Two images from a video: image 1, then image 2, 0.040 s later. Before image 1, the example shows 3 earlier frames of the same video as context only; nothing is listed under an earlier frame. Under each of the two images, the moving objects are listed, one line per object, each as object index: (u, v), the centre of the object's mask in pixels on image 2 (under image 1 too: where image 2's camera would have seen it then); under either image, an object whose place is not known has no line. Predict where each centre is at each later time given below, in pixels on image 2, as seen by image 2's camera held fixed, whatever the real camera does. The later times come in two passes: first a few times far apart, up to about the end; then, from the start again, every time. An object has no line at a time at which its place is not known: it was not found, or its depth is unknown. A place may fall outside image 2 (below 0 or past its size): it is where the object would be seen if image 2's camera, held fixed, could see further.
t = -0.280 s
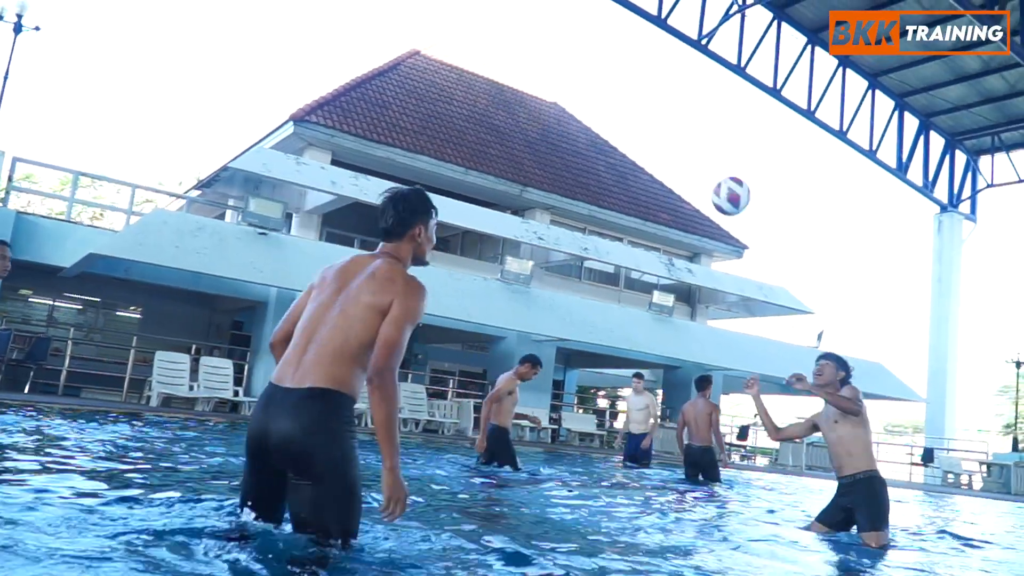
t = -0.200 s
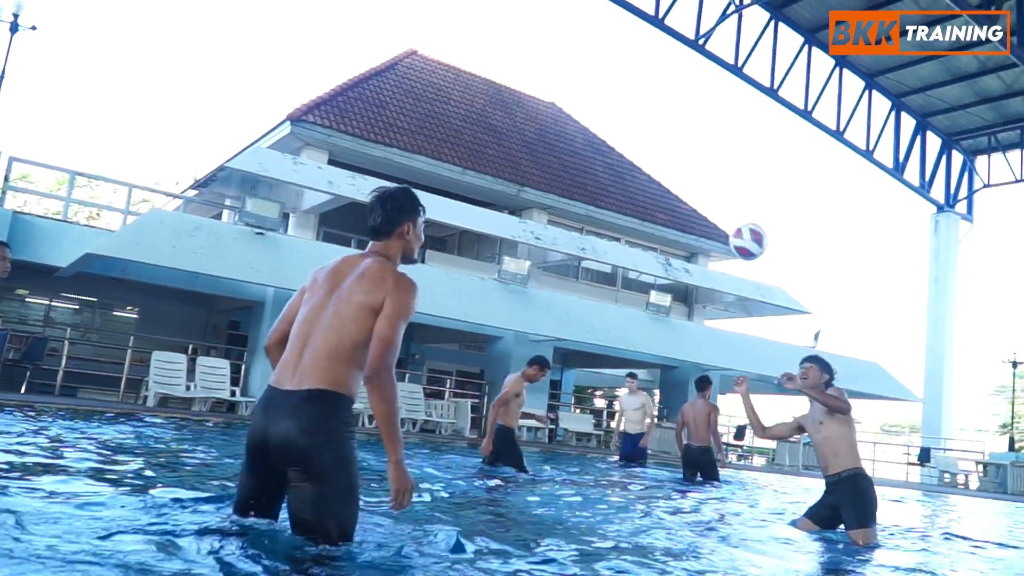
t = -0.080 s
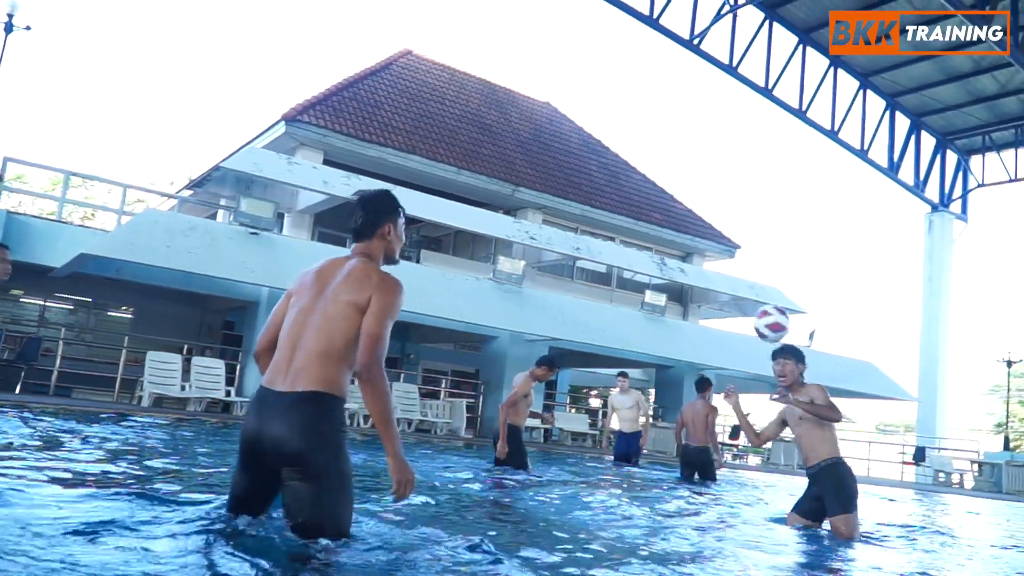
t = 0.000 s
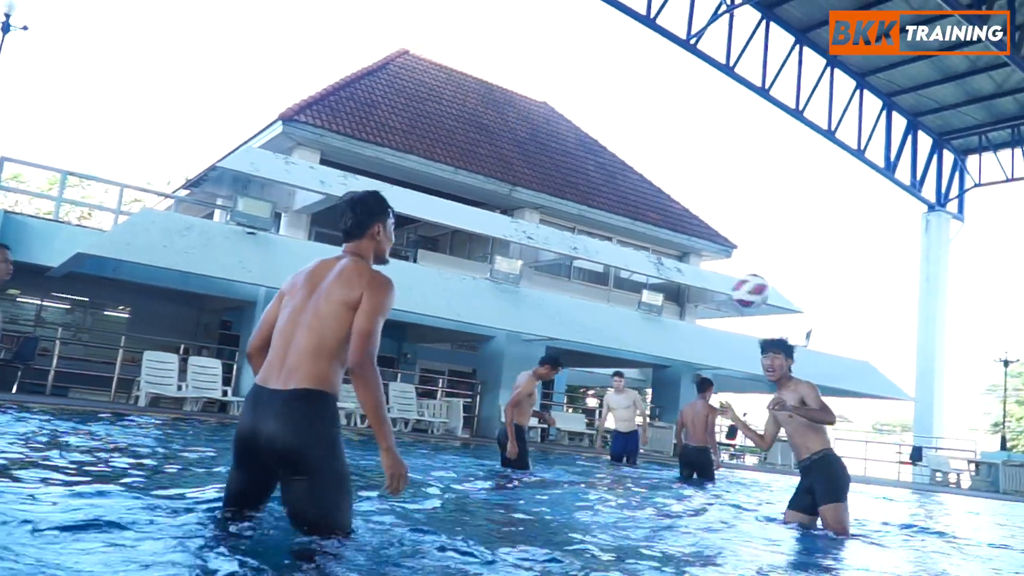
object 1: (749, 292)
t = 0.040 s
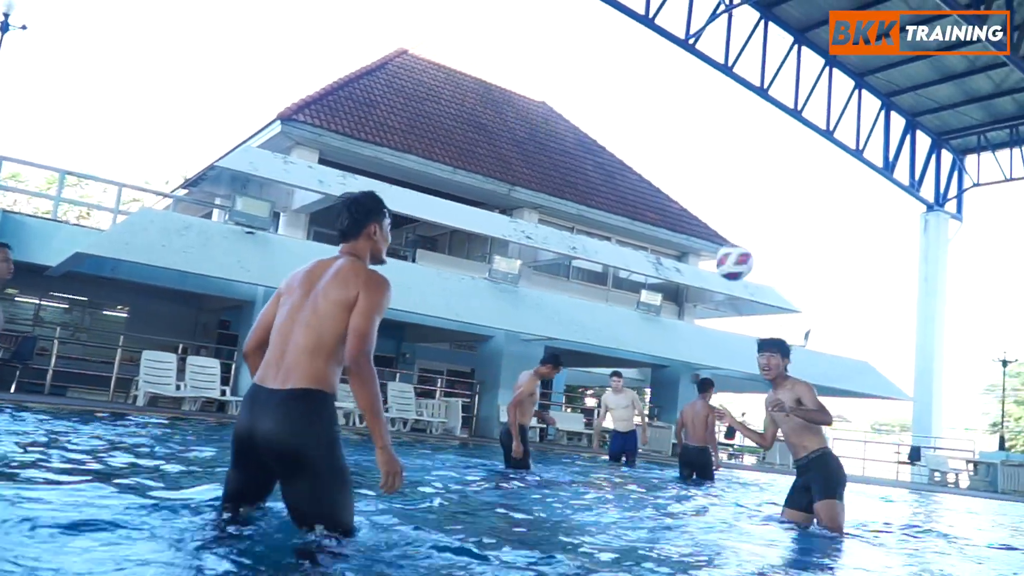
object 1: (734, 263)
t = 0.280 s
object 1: (632, 135)
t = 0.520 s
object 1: (499, 95)
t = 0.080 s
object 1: (719, 238)
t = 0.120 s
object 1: (703, 213)
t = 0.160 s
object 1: (686, 189)
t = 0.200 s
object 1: (669, 169)
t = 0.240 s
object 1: (651, 151)
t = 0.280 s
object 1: (632, 135)
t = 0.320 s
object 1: (612, 122)
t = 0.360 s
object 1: (592, 111)
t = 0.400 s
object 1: (571, 103)
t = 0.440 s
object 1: (548, 98)
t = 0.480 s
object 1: (524, 95)
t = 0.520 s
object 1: (499, 95)
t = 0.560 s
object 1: (472, 98)
